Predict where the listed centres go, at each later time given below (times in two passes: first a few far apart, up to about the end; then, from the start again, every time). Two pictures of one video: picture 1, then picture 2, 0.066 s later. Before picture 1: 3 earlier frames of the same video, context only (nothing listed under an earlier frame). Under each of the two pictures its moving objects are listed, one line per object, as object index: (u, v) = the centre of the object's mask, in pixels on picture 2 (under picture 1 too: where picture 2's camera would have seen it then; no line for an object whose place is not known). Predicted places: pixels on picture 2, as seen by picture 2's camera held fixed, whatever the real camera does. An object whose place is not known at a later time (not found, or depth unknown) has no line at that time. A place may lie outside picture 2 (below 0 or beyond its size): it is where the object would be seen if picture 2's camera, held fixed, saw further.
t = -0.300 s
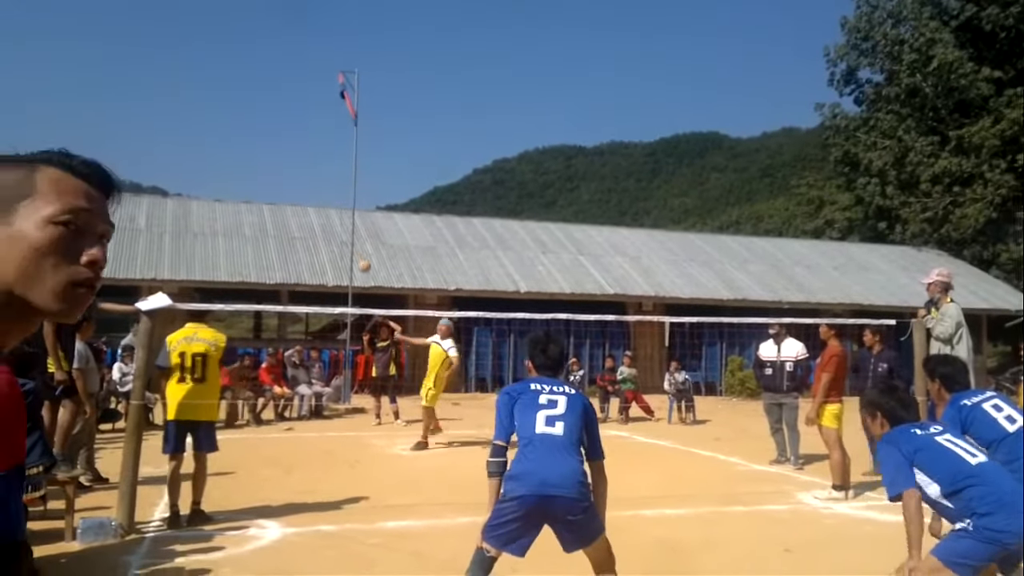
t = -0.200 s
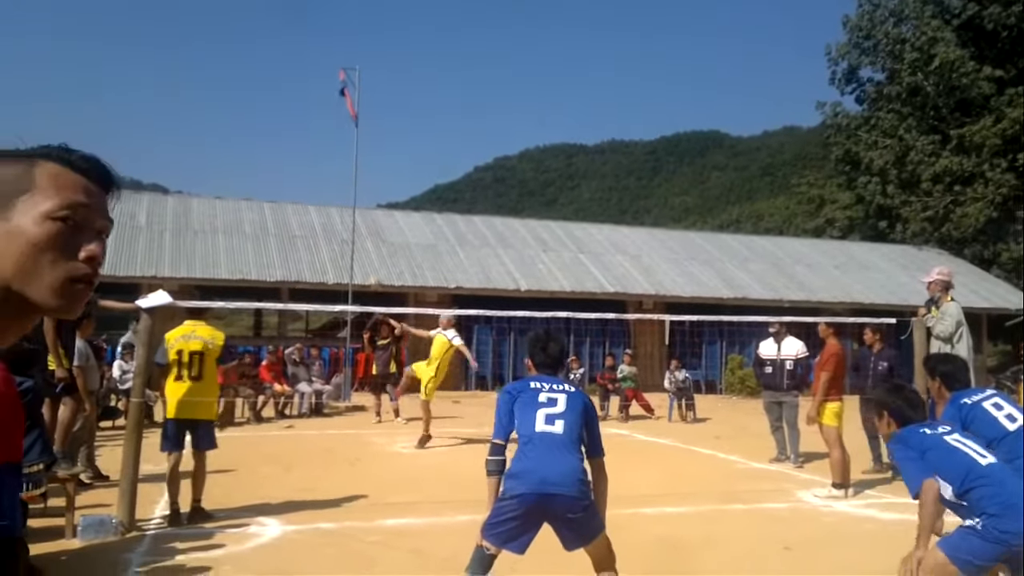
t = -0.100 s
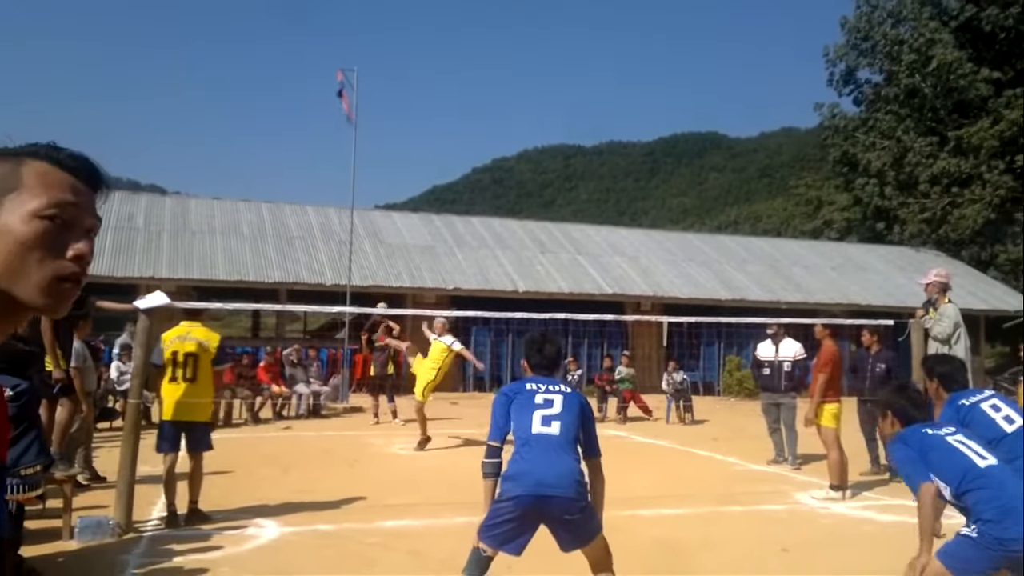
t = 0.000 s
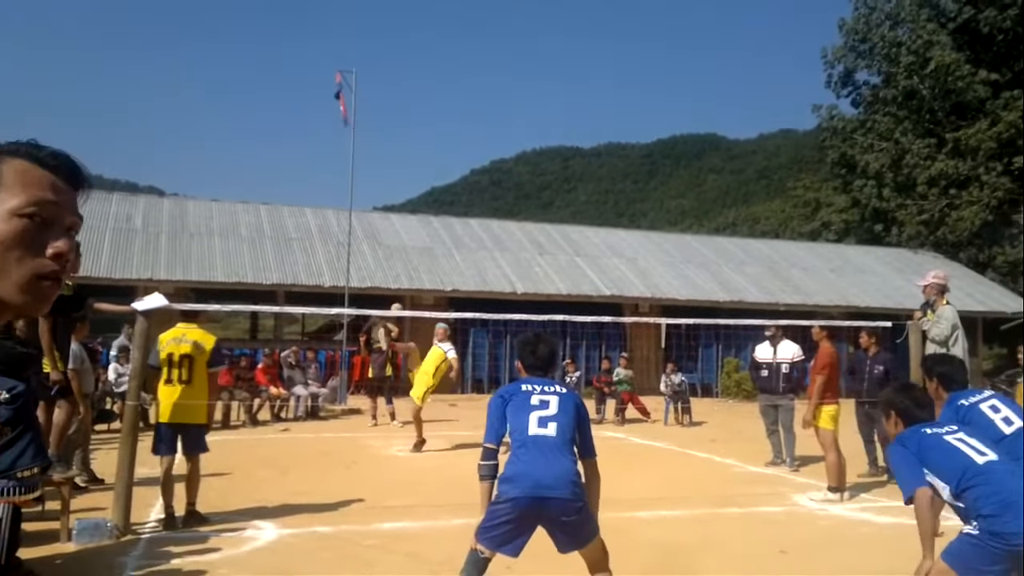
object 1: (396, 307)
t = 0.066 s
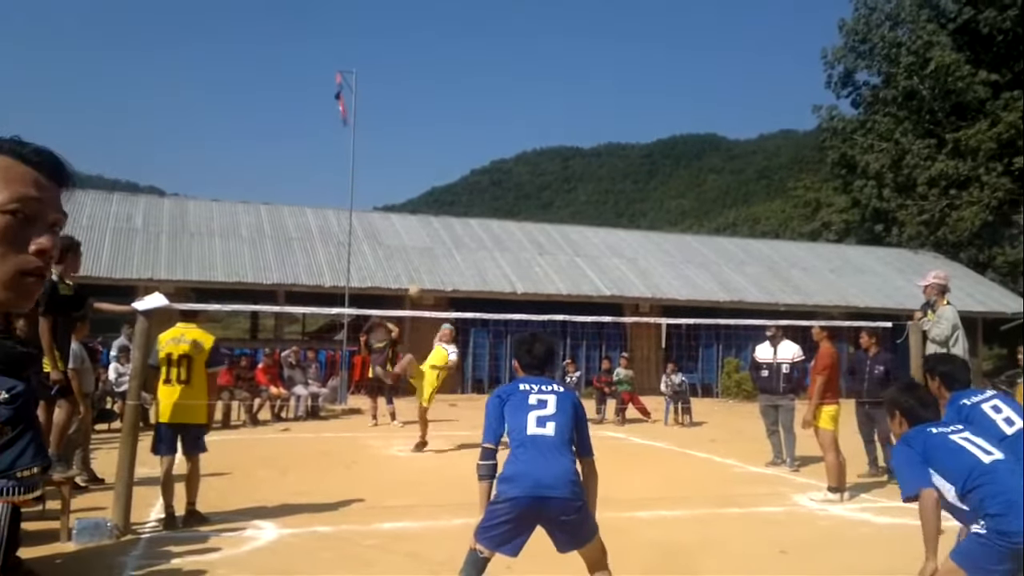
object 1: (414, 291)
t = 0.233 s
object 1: (469, 253)
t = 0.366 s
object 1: (529, 236)
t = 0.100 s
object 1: (423, 283)
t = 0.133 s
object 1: (434, 275)
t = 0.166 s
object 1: (445, 268)
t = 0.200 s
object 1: (456, 261)
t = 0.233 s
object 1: (469, 253)
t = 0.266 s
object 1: (482, 248)
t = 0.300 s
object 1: (497, 243)
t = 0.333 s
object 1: (512, 239)
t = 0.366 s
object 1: (529, 236)
